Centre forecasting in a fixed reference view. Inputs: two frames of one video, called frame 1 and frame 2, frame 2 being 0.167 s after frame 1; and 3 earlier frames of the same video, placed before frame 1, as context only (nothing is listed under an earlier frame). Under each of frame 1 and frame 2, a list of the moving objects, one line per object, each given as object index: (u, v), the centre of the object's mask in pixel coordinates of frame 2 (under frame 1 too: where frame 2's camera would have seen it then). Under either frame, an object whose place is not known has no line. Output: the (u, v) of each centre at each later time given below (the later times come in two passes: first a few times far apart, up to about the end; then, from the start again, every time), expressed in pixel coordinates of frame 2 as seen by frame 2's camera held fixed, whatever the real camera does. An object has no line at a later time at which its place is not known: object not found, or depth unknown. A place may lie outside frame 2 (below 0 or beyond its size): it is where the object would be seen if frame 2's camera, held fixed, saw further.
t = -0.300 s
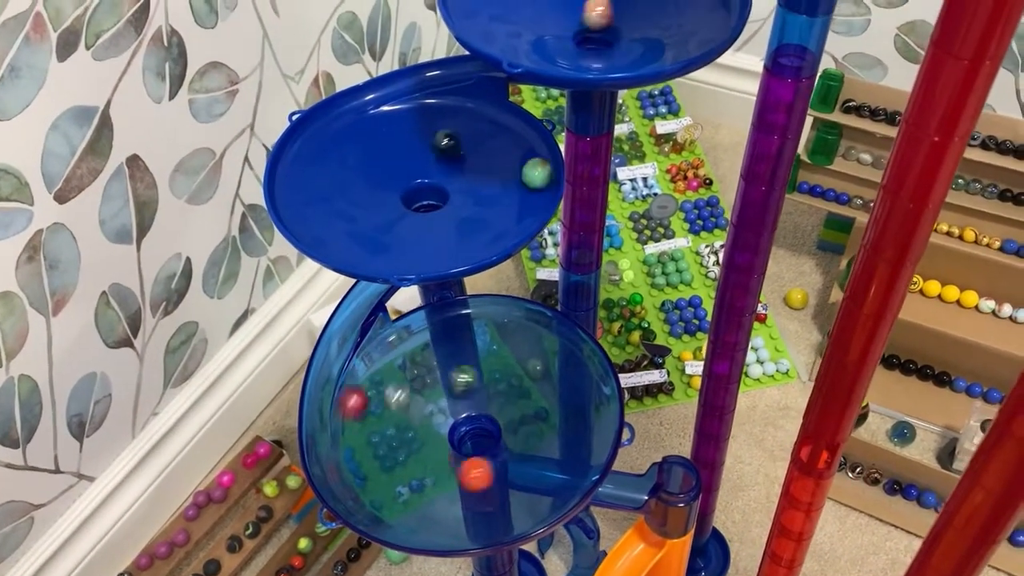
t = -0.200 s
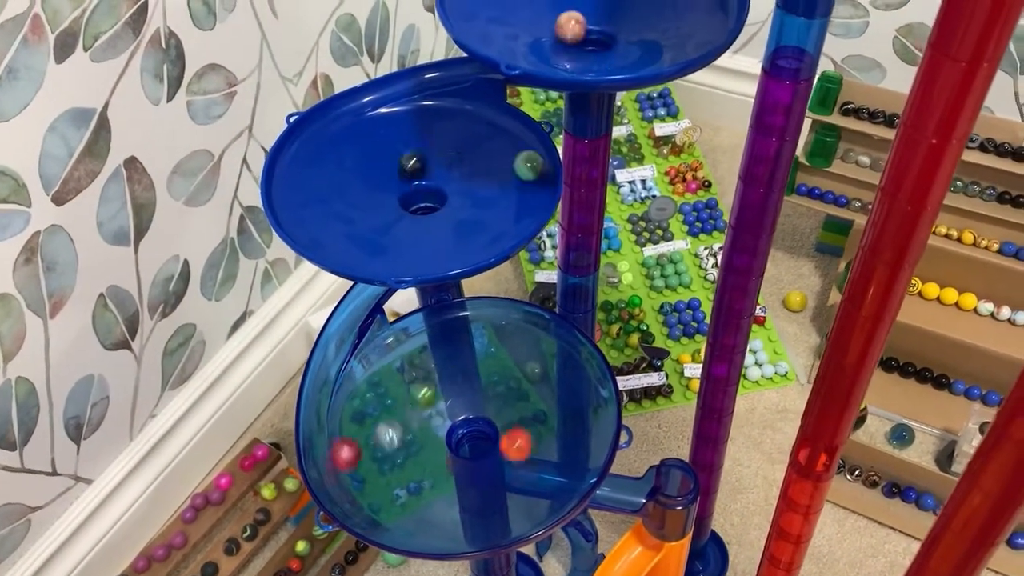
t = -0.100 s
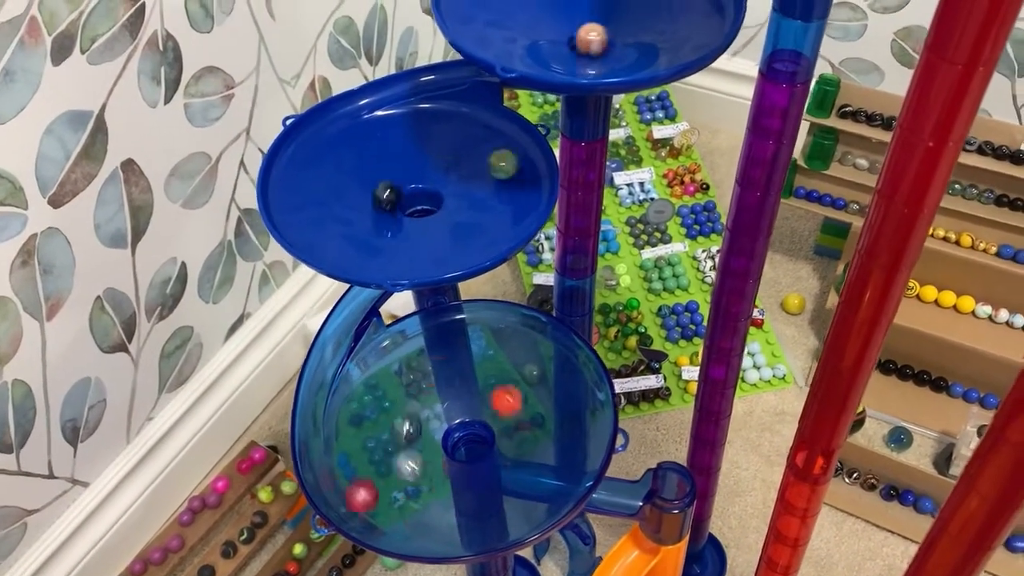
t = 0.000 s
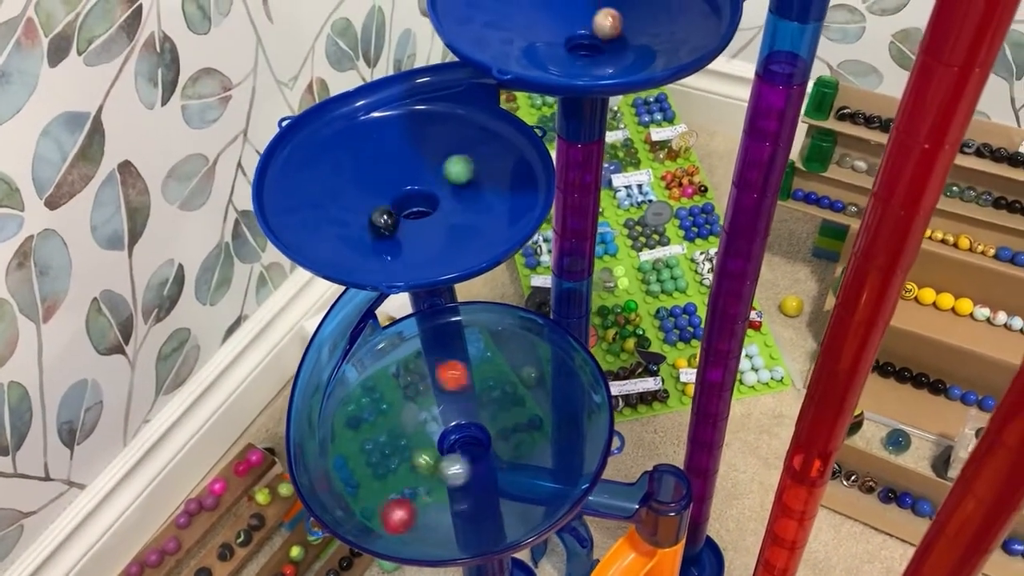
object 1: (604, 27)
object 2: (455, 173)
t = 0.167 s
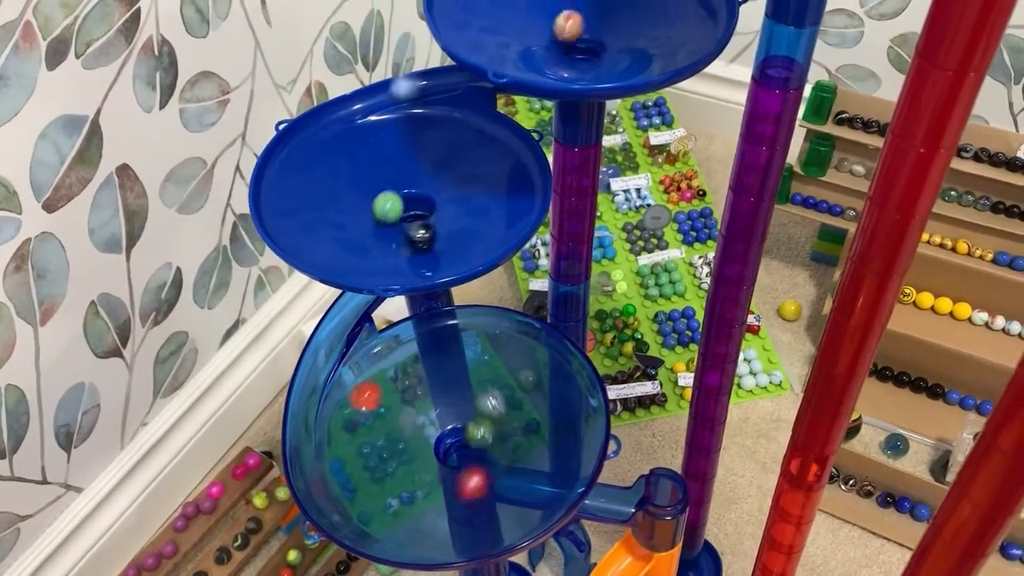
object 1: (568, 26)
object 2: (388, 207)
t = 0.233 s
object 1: (578, 43)
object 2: (386, 224)
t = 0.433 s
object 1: (587, 24)
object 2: (412, 243)
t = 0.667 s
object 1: (584, 50)
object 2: (450, 198)
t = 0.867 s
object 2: (427, 150)
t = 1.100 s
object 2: (390, 159)
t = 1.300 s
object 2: (405, 212)
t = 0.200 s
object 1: (568, 36)
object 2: (386, 217)
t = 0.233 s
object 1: (578, 43)
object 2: (386, 224)
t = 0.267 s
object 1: (593, 42)
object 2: (387, 231)
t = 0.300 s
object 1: (603, 36)
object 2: (390, 236)
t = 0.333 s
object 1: (606, 30)
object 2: (394, 240)
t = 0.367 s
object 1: (603, 25)
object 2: (399, 242)
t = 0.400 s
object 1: (596, 23)
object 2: (405, 243)
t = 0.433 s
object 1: (587, 24)
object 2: (412, 243)
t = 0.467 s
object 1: (577, 33)
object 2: (419, 241)
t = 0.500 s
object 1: (578, 45)
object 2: (426, 237)
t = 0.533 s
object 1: (589, 45)
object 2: (433, 232)
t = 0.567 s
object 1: (579, 46)
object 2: (439, 225)
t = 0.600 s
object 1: (588, 47)
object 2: (444, 217)
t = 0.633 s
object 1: (581, 45)
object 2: (448, 207)
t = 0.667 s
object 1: (584, 50)
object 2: (450, 198)
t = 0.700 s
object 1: (586, 45)
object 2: (451, 187)
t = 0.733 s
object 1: (580, 50)
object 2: (448, 178)
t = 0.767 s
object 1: (585, 50)
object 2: (444, 169)
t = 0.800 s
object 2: (439, 161)
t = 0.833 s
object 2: (433, 155)
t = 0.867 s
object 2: (427, 150)
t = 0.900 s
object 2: (421, 147)
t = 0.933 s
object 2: (415, 145)
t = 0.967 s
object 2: (409, 144)
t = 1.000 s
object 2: (403, 146)
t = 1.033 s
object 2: (398, 149)
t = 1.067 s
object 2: (394, 154)
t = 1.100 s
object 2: (390, 159)
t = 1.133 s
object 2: (387, 167)
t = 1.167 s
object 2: (386, 175)
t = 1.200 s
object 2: (386, 185)
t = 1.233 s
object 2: (388, 196)
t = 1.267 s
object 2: (395, 205)
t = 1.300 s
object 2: (405, 212)
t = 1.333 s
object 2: (416, 217)
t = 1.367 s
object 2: (428, 220)
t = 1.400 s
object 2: (440, 223)
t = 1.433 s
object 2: (449, 224)
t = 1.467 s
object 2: (458, 224)
